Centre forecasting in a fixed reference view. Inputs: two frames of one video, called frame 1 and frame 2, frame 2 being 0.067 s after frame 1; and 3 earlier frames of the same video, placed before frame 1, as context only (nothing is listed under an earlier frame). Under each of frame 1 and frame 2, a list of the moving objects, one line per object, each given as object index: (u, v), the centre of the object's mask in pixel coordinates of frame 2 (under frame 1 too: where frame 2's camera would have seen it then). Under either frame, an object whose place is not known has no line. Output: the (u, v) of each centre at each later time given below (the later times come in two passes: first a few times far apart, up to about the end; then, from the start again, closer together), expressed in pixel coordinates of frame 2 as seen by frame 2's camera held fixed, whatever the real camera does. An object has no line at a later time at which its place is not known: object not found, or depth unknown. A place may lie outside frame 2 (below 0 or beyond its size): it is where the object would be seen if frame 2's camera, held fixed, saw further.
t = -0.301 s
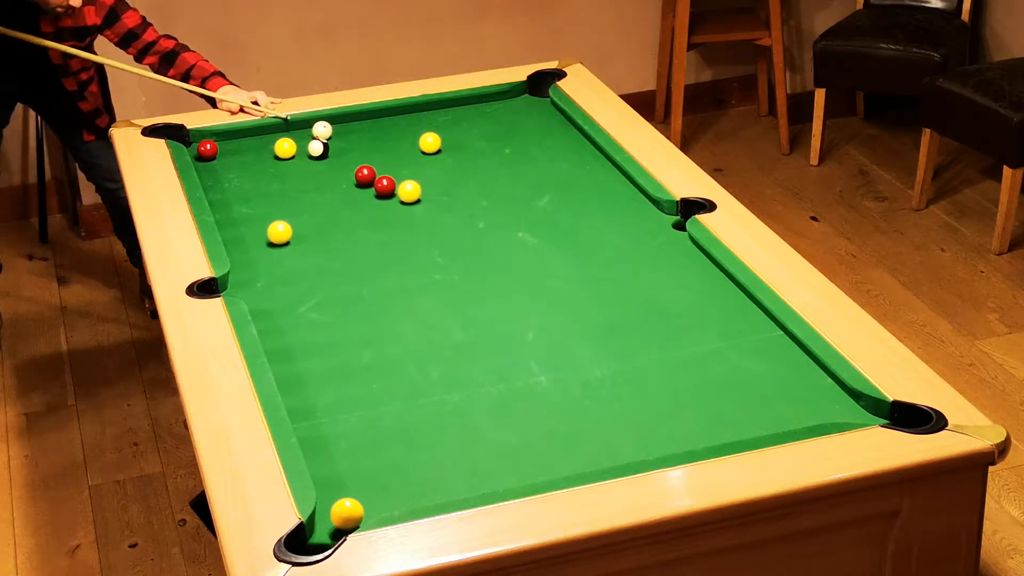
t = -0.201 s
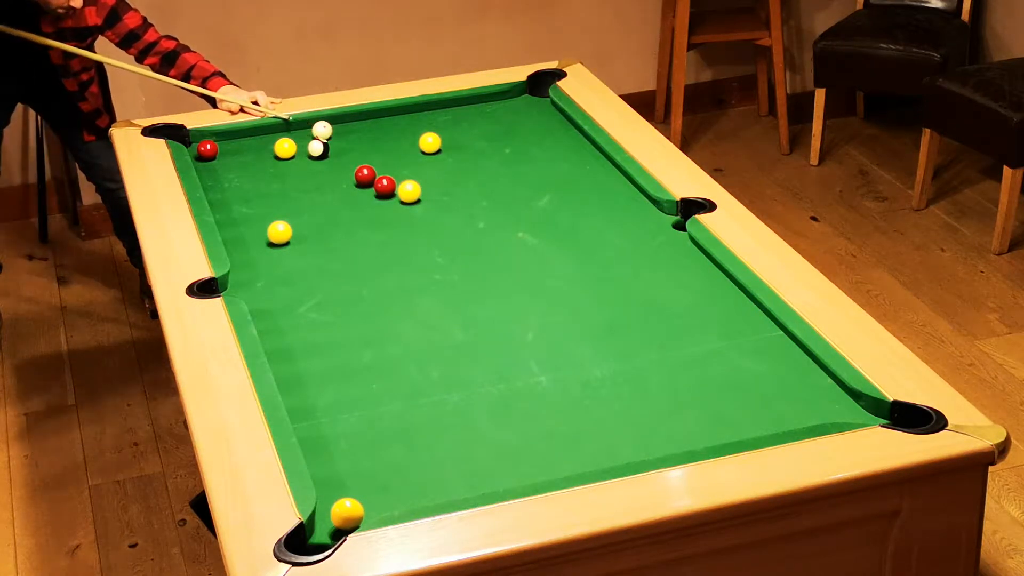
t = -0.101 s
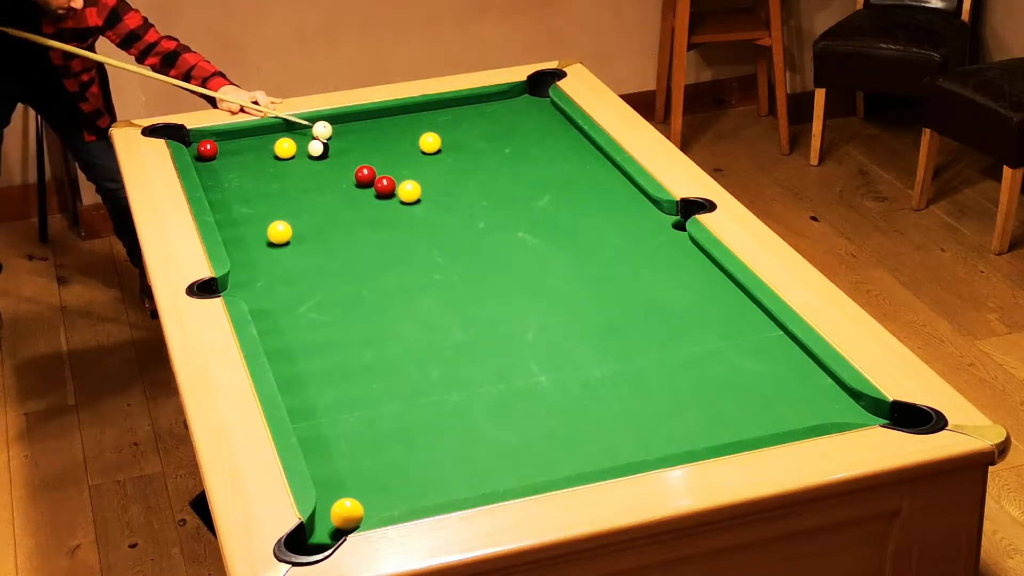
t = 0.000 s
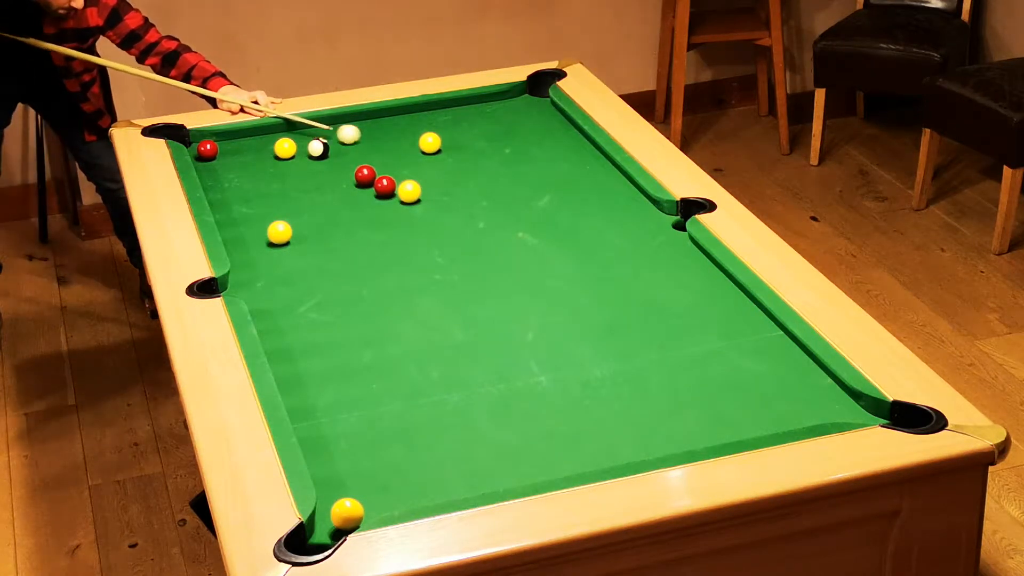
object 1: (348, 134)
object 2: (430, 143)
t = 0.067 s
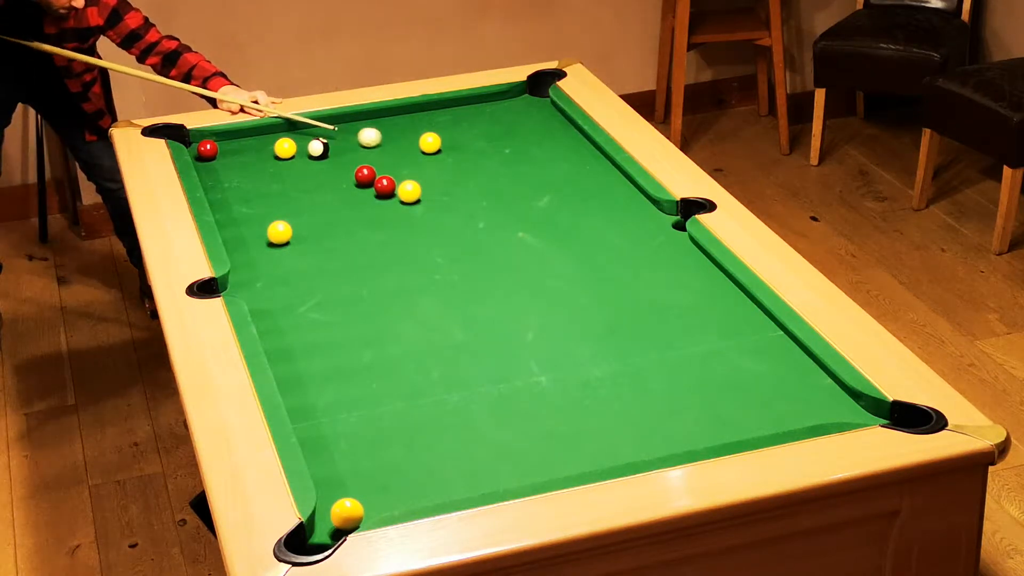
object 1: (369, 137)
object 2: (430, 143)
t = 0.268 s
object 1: (409, 145)
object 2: (449, 143)
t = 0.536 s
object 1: (418, 155)
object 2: (501, 145)
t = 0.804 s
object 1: (428, 164)
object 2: (551, 147)
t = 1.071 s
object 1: (437, 173)
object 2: (584, 150)
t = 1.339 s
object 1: (445, 180)
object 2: (565, 160)
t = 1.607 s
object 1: (454, 188)
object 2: (547, 168)
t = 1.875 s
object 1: (461, 194)
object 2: (530, 177)
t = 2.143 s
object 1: (469, 200)
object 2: (515, 185)
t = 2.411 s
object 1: (475, 205)
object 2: (501, 192)
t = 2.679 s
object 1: (480, 210)
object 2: (491, 197)
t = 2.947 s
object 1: (483, 214)
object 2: (479, 200)
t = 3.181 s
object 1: (485, 217)
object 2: (471, 206)
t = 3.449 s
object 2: (466, 210)
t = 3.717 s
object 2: (462, 212)
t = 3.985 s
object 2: (459, 214)
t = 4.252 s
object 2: (458, 215)
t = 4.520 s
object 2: (458, 215)
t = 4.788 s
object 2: (458, 214)
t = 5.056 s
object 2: (458, 214)
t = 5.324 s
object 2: (458, 214)
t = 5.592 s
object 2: (458, 214)
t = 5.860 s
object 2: (458, 214)
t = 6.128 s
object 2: (458, 214)
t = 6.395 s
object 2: (458, 214)
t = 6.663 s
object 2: (458, 214)
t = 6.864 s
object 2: (452, 217)
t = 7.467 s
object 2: (458, 215)
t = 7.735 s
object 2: (458, 214)
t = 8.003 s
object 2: (458, 214)
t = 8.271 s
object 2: (458, 214)
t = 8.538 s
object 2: (458, 214)
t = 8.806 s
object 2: (459, 213)
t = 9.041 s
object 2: (458, 214)
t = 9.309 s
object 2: (458, 214)
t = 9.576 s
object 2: (459, 214)
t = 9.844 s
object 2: (459, 214)
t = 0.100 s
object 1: (380, 139)
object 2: (430, 143)
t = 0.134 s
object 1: (390, 140)
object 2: (430, 143)
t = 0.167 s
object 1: (401, 141)
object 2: (430, 143)
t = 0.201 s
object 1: (410, 143)
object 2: (431, 143)
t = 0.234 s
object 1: (409, 144)
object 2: (441, 143)
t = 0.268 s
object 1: (409, 145)
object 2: (449, 143)
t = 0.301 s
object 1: (410, 147)
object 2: (456, 143)
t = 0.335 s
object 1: (411, 148)
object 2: (463, 144)
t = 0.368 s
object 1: (412, 149)
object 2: (469, 144)
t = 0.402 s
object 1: (414, 150)
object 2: (475, 144)
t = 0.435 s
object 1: (415, 152)
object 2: (482, 144)
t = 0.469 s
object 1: (416, 153)
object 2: (488, 145)
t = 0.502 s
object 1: (417, 154)
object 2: (495, 145)
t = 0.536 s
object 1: (418, 155)
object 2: (501, 145)
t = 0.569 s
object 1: (420, 156)
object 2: (508, 145)
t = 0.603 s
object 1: (421, 158)
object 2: (514, 145)
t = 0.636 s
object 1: (422, 159)
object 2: (520, 145)
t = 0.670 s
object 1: (423, 160)
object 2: (527, 146)
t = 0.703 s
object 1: (424, 161)
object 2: (533, 146)
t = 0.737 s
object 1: (425, 162)
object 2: (539, 146)
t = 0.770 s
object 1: (427, 163)
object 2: (545, 146)
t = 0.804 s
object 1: (428, 164)
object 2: (551, 147)
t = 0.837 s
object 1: (429, 165)
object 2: (557, 147)
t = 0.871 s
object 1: (430, 167)
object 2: (564, 147)
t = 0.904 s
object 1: (431, 168)
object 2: (570, 147)
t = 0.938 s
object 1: (432, 169)
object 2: (576, 148)
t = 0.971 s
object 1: (433, 170)
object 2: (582, 148)
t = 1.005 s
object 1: (434, 171)
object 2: (588, 148)
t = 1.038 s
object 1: (436, 172)
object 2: (587, 149)
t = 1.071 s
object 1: (437, 173)
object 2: (584, 150)
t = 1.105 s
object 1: (438, 174)
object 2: (582, 151)
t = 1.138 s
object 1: (439, 175)
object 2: (580, 153)
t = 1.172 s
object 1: (440, 176)
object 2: (577, 154)
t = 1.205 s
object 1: (441, 177)
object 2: (575, 155)
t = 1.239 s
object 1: (442, 178)
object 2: (572, 156)
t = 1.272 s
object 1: (443, 179)
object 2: (570, 157)
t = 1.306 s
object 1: (444, 180)
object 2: (568, 158)
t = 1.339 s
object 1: (445, 180)
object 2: (565, 160)
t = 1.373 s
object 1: (446, 181)
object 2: (563, 161)
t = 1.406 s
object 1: (448, 182)
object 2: (561, 162)
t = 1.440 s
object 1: (449, 183)
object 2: (558, 163)
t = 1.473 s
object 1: (450, 184)
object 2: (556, 164)
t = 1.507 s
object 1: (451, 185)
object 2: (554, 165)
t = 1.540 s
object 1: (452, 186)
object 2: (552, 166)
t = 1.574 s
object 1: (452, 187)
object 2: (549, 167)
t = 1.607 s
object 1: (454, 188)
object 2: (547, 168)
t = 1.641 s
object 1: (454, 189)
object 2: (545, 169)
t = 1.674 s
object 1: (456, 190)
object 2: (543, 171)
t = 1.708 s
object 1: (457, 190)
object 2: (541, 172)
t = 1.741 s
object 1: (458, 191)
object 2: (539, 173)
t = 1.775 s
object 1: (458, 192)
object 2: (537, 174)
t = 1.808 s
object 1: (459, 193)
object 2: (535, 175)
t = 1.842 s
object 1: (460, 193)
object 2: (532, 176)
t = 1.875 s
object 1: (461, 194)
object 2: (530, 177)
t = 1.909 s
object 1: (462, 195)
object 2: (529, 178)
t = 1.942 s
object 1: (463, 196)
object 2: (527, 179)
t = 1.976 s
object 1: (464, 196)
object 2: (525, 180)
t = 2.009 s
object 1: (465, 197)
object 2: (523, 181)
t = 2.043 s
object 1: (466, 198)
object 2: (521, 182)
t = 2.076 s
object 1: (467, 199)
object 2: (519, 183)
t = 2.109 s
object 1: (468, 199)
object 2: (517, 184)
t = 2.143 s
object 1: (469, 200)
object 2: (515, 185)
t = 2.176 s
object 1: (469, 201)
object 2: (513, 185)
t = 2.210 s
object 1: (470, 201)
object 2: (511, 186)
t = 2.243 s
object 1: (471, 202)
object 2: (510, 187)
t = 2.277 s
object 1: (472, 203)
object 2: (508, 188)
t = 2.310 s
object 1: (473, 203)
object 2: (506, 189)
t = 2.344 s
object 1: (473, 204)
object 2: (505, 190)
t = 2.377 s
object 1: (474, 204)
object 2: (503, 191)
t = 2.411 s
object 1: (475, 205)
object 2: (501, 192)
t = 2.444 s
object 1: (476, 205)
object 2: (500, 193)
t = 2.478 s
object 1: (476, 206)
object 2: (498, 193)
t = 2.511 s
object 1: (477, 207)
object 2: (497, 194)
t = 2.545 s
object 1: (477, 207)
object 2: (496, 195)
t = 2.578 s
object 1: (478, 208)
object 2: (494, 195)
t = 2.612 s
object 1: (479, 208)
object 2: (493, 196)
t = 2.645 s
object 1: (479, 209)
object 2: (492, 196)
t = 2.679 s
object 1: (480, 210)
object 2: (491, 197)
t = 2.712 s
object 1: (480, 210)
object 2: (490, 197)
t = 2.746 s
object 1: (481, 211)
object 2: (488, 197)
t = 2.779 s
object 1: (481, 211)
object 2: (487, 197)
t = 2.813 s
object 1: (481, 212)
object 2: (485, 198)
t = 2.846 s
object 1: (482, 212)
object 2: (484, 198)
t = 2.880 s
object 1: (482, 212)
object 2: (482, 198)
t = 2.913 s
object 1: (483, 213)
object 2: (480, 199)
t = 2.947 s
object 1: (483, 214)
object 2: (479, 200)
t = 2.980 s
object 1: (483, 214)
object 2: (477, 201)
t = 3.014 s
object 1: (483, 214)
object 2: (476, 202)
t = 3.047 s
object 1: (484, 215)
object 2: (474, 203)
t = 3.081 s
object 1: (484, 215)
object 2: (473, 204)
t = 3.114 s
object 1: (484, 216)
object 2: (472, 204)
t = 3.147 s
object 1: (484, 216)
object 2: (472, 205)
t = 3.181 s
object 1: (485, 217)
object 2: (471, 206)
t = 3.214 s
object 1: (485, 217)
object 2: (470, 206)
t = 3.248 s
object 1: (485, 217)
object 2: (469, 207)
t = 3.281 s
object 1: (485, 218)
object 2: (469, 208)
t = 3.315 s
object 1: (485, 218)
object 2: (468, 208)
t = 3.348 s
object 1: (485, 219)
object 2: (468, 209)
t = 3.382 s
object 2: (467, 209)
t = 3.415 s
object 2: (466, 210)
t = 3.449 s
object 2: (466, 210)
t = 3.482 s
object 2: (465, 210)
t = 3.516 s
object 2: (465, 211)
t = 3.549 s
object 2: (464, 211)
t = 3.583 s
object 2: (464, 211)
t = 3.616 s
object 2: (463, 211)
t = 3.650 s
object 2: (463, 212)
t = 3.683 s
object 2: (463, 212)
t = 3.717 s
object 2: (462, 212)
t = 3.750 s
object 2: (462, 213)
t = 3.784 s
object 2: (461, 213)
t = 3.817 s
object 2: (461, 213)
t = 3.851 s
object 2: (460, 213)
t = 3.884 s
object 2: (460, 214)
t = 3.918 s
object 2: (459, 214)
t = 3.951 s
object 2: (459, 214)
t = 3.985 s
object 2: (459, 214)
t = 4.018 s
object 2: (459, 214)
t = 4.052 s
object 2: (458, 214)
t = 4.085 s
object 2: (458, 214)
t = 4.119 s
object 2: (458, 215)
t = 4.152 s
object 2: (458, 214)
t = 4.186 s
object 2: (458, 215)
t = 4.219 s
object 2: (458, 215)
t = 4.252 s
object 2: (458, 215)
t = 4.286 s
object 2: (458, 215)
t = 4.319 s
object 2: (458, 215)
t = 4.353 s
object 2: (458, 215)
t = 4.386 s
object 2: (458, 215)
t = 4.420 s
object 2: (458, 215)
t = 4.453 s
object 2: (458, 214)
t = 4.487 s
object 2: (458, 215)
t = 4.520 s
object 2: (458, 215)
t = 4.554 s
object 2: (458, 214)
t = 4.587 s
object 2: (458, 214)
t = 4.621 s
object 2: (458, 214)
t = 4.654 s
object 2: (458, 214)
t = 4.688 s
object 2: (458, 214)
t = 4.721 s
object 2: (458, 214)
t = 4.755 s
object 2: (458, 214)
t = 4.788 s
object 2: (458, 214)
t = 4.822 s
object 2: (458, 214)
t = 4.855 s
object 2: (458, 214)
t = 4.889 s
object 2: (458, 214)
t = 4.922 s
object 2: (458, 214)
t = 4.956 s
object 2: (458, 214)
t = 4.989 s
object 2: (458, 214)
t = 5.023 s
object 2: (458, 214)
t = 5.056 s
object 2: (458, 214)
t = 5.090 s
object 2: (458, 214)
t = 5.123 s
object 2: (458, 214)
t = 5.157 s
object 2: (458, 214)
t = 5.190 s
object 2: (458, 214)
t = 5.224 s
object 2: (458, 214)
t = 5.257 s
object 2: (458, 214)
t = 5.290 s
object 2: (458, 214)
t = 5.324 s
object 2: (458, 214)
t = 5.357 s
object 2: (458, 214)
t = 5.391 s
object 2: (458, 214)
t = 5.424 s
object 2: (458, 214)
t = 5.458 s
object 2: (458, 214)
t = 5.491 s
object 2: (458, 214)
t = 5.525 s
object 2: (458, 214)
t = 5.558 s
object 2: (458, 214)
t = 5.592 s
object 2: (458, 214)
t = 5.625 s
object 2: (458, 214)
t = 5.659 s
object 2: (458, 214)
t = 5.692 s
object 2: (458, 214)
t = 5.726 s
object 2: (458, 214)
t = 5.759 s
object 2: (458, 214)
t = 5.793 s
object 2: (458, 214)
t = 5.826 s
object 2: (458, 214)
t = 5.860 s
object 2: (458, 214)
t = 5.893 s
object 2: (458, 214)
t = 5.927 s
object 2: (458, 214)
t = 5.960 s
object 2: (458, 214)
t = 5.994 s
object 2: (458, 214)
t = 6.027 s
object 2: (458, 214)
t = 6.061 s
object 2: (458, 214)
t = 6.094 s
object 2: (458, 214)
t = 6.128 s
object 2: (458, 214)
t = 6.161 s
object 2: (458, 214)
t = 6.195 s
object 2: (458, 214)
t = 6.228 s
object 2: (458, 214)
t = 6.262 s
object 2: (458, 214)
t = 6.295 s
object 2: (458, 214)
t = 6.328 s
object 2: (458, 214)
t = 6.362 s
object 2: (458, 214)
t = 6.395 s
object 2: (458, 214)
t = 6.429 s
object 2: (458, 214)
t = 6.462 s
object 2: (458, 214)
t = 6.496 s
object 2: (458, 214)
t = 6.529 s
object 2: (458, 214)
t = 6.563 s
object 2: (458, 214)
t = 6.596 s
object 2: (458, 214)
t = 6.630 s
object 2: (458, 214)
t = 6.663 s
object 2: (458, 214)
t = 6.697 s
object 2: (458, 214)
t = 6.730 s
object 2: (458, 214)
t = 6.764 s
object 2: (458, 214)
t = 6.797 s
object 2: (458, 214)
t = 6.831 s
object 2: (457, 215)
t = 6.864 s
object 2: (452, 217)
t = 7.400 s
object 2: (453, 212)
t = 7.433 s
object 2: (457, 214)
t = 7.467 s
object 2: (458, 215)
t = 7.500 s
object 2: (458, 214)
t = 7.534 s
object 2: (458, 214)
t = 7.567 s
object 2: (458, 214)
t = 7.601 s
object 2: (458, 214)
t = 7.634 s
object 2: (459, 214)
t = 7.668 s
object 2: (458, 214)
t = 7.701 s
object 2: (458, 214)
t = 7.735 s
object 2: (458, 214)
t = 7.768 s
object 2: (458, 214)
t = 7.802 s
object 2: (458, 214)
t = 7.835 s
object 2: (458, 214)
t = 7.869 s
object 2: (458, 214)
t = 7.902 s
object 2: (458, 214)
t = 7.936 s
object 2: (458, 214)
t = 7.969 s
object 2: (458, 214)
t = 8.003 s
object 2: (458, 214)
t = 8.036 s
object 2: (458, 214)
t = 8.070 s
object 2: (458, 214)
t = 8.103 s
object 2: (458, 214)
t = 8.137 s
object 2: (458, 214)
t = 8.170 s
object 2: (458, 214)
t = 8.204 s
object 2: (458, 214)
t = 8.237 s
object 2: (458, 214)
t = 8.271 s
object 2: (458, 214)
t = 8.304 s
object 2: (458, 214)
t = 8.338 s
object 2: (458, 214)
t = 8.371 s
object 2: (458, 214)
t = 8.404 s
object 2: (458, 214)
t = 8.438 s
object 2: (458, 214)
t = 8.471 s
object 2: (458, 214)
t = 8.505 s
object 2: (458, 214)
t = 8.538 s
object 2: (458, 214)
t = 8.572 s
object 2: (458, 214)
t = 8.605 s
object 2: (454, 210)
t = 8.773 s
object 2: (460, 212)
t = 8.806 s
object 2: (459, 213)
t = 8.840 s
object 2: (458, 214)
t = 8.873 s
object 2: (458, 214)
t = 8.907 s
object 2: (458, 214)
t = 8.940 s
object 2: (458, 214)
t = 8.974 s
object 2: (458, 214)
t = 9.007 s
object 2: (458, 214)
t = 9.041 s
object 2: (458, 214)
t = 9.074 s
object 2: (458, 214)
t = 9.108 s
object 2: (458, 214)
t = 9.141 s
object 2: (458, 214)
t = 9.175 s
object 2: (458, 214)
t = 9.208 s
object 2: (458, 214)
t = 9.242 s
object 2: (458, 214)
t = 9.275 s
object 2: (458, 214)
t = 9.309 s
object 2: (458, 214)
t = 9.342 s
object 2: (458, 214)
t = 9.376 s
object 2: (458, 214)
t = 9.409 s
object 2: (458, 214)
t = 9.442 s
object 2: (458, 214)
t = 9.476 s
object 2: (458, 214)
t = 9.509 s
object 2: (458, 214)
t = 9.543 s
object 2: (458, 214)
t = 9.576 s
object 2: (459, 214)
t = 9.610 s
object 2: (458, 214)
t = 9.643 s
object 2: (459, 214)
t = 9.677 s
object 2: (459, 214)
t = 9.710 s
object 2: (458, 214)
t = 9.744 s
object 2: (458, 214)
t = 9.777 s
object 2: (458, 214)
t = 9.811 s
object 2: (458, 214)
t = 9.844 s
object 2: (459, 214)
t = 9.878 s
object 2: (458, 214)
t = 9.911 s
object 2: (458, 214)
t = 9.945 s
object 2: (459, 214)
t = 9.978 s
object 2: (459, 214)
